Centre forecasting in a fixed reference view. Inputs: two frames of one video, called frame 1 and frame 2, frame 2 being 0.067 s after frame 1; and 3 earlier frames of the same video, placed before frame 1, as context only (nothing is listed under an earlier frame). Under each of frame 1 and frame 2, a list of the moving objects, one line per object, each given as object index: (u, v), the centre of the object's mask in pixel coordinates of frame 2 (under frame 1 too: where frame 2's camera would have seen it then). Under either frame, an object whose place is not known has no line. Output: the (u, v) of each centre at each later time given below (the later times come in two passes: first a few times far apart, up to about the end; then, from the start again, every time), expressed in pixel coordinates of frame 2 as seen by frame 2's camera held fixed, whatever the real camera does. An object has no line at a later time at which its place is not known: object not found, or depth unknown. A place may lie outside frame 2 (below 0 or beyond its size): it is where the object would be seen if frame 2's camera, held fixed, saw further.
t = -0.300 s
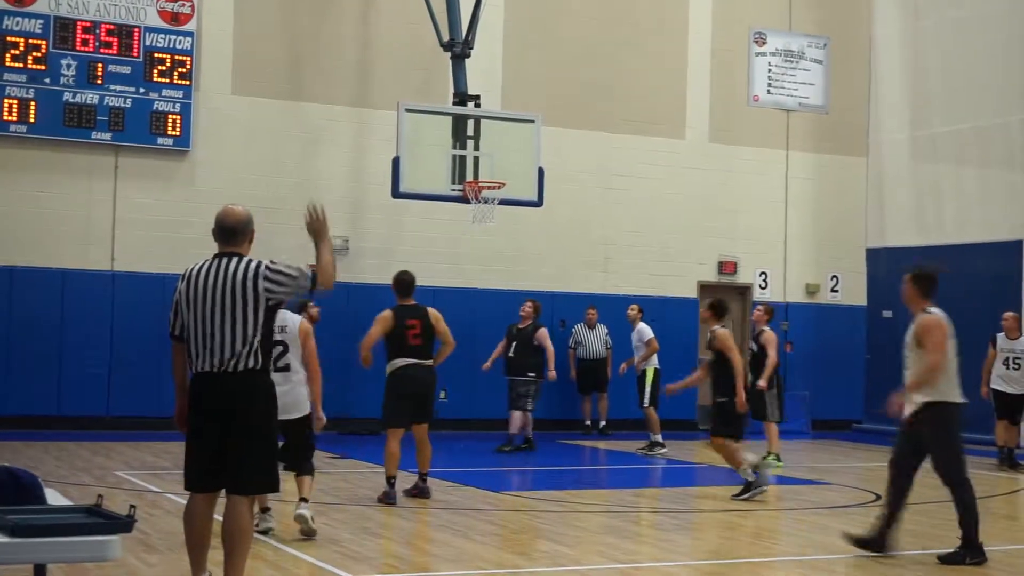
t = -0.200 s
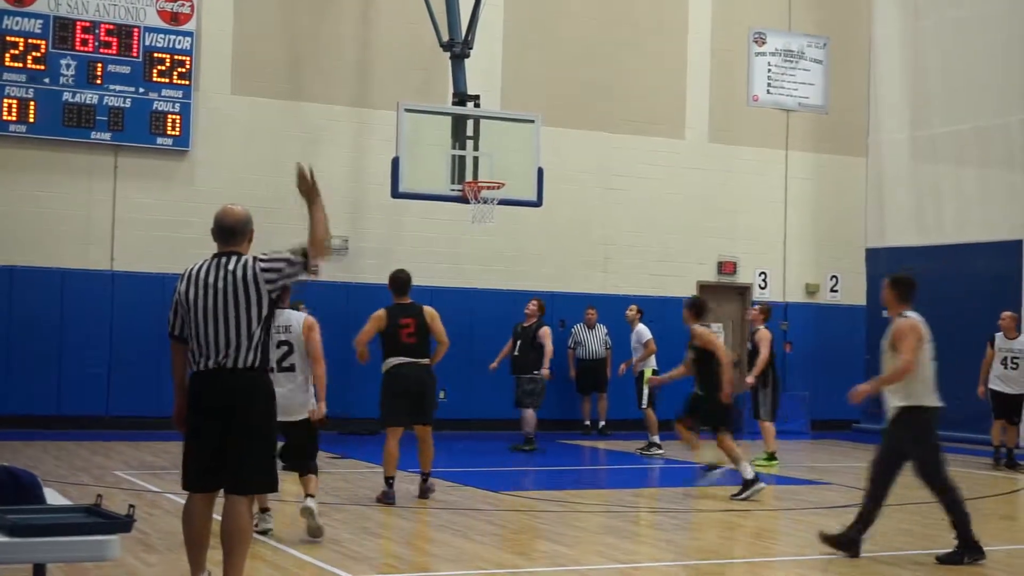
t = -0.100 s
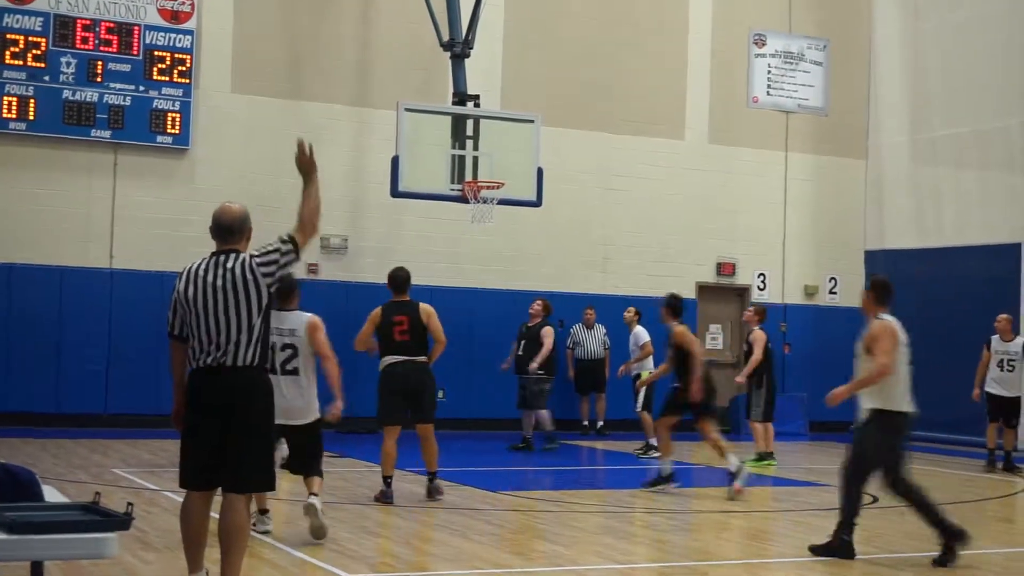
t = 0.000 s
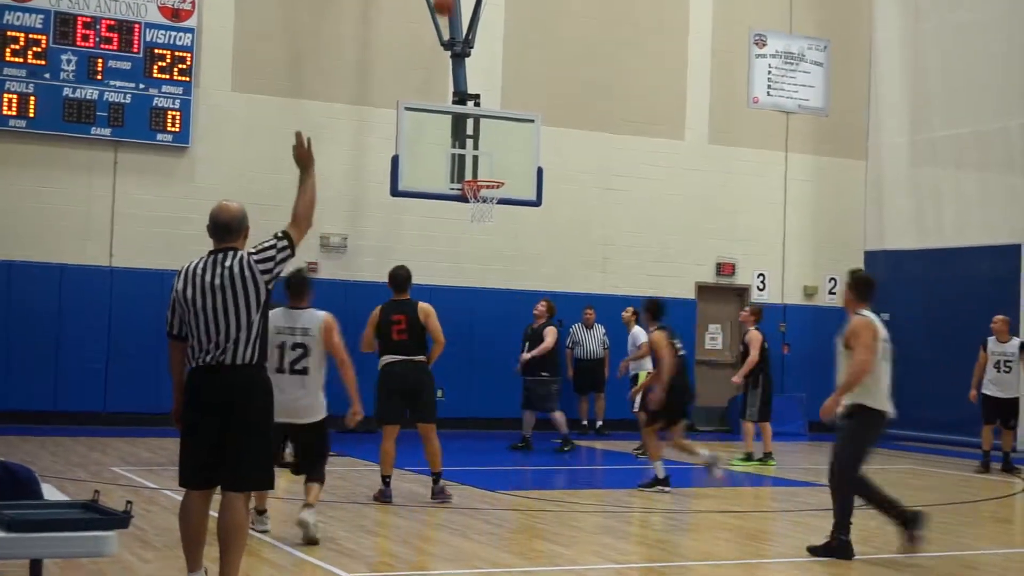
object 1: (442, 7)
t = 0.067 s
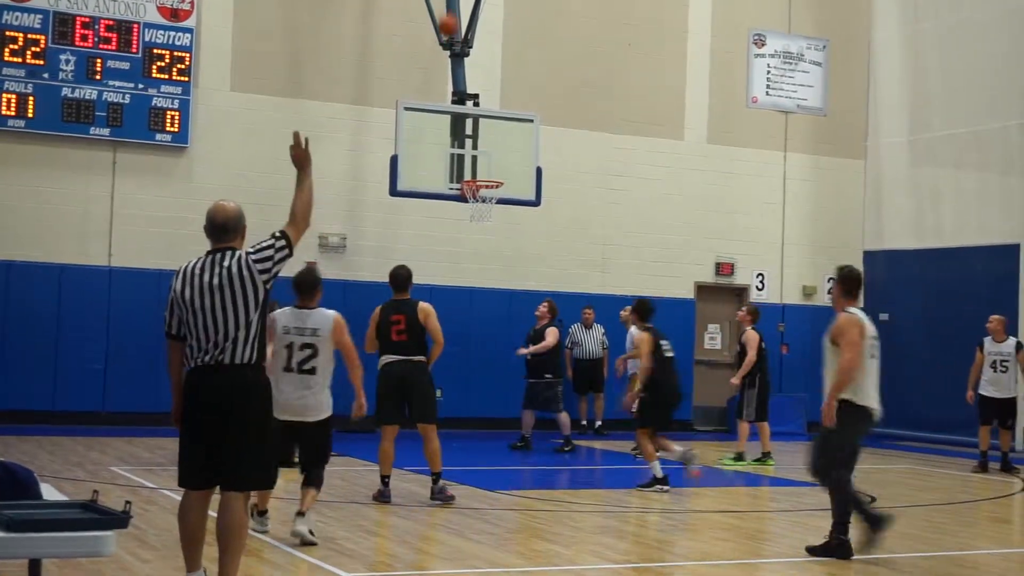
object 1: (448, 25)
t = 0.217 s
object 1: (459, 85)
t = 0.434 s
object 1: (474, 163)
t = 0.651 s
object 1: (499, 114)
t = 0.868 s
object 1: (521, 106)
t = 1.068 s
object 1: (541, 132)
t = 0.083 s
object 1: (450, 29)
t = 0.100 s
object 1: (452, 36)
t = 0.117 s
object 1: (452, 44)
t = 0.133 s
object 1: (453, 49)
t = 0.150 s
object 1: (454, 54)
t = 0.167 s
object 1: (455, 63)
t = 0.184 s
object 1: (457, 69)
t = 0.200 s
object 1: (458, 79)
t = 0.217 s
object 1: (459, 85)
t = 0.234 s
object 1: (460, 94)
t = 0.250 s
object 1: (460, 96)
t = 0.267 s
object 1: (461, 106)
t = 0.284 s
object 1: (463, 112)
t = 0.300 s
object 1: (466, 124)
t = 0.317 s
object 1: (461, 127)
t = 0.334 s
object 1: (466, 140)
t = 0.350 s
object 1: (461, 139)
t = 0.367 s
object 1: (469, 160)
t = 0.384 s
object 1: (471, 167)
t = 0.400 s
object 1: (470, 172)
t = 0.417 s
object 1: (472, 170)
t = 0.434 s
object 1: (474, 163)
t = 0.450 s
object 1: (475, 159)
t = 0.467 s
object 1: (477, 154)
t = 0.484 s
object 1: (480, 149)
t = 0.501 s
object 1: (481, 145)
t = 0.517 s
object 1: (485, 139)
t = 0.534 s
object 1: (486, 137)
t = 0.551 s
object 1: (488, 132)
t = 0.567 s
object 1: (488, 129)
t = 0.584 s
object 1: (490, 127)
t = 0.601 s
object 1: (492, 124)
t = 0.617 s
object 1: (494, 121)
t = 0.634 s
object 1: (496, 118)
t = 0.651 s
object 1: (499, 114)
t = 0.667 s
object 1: (499, 113)
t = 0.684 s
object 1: (502, 111)
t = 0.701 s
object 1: (503, 110)
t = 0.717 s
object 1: (505, 109)
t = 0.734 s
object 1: (506, 107)
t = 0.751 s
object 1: (508, 107)
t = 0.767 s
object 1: (509, 106)
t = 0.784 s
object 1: (511, 105)
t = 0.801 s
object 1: (514, 105)
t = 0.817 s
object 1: (515, 105)
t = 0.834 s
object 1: (517, 105)
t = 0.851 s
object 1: (519, 106)
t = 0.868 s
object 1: (521, 106)
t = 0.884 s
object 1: (522, 107)
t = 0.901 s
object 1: (524, 108)
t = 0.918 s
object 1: (525, 109)
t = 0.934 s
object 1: (527, 111)
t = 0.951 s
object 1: (529, 113)
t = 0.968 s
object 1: (531, 114)
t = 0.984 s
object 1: (532, 116)
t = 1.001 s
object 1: (535, 119)
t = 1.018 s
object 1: (537, 123)
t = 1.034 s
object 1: (538, 126)
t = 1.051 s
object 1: (540, 129)
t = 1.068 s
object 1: (541, 132)
